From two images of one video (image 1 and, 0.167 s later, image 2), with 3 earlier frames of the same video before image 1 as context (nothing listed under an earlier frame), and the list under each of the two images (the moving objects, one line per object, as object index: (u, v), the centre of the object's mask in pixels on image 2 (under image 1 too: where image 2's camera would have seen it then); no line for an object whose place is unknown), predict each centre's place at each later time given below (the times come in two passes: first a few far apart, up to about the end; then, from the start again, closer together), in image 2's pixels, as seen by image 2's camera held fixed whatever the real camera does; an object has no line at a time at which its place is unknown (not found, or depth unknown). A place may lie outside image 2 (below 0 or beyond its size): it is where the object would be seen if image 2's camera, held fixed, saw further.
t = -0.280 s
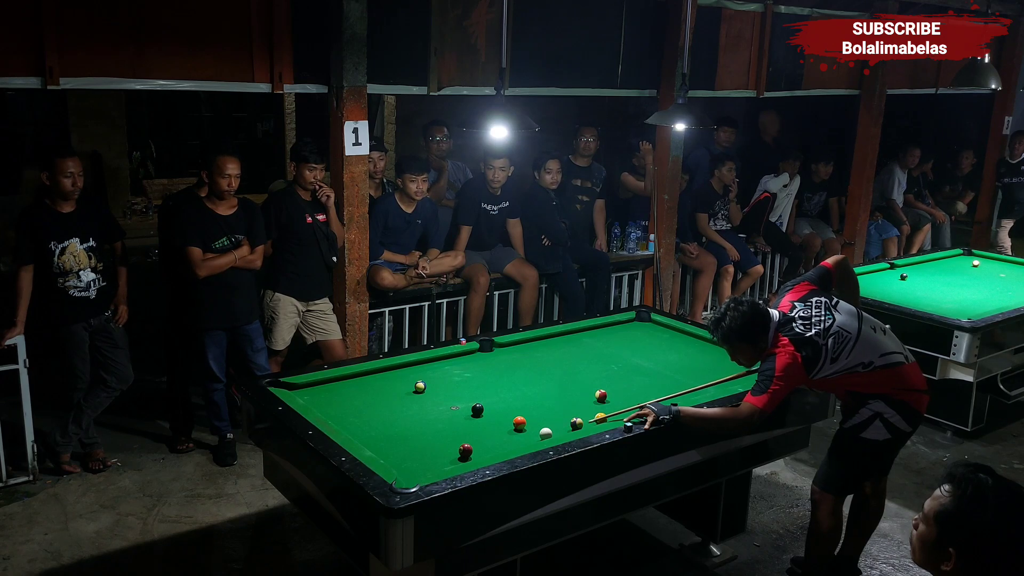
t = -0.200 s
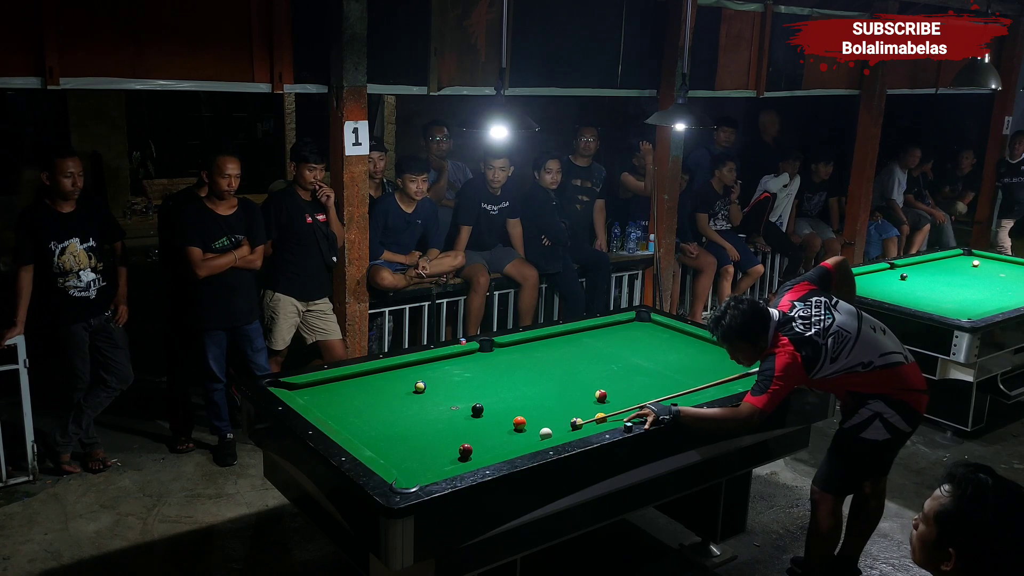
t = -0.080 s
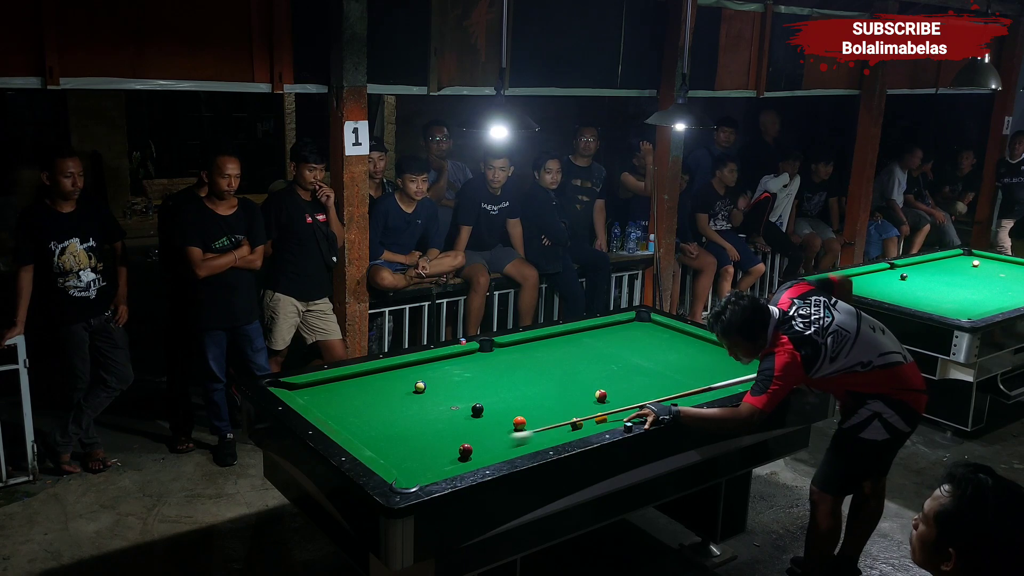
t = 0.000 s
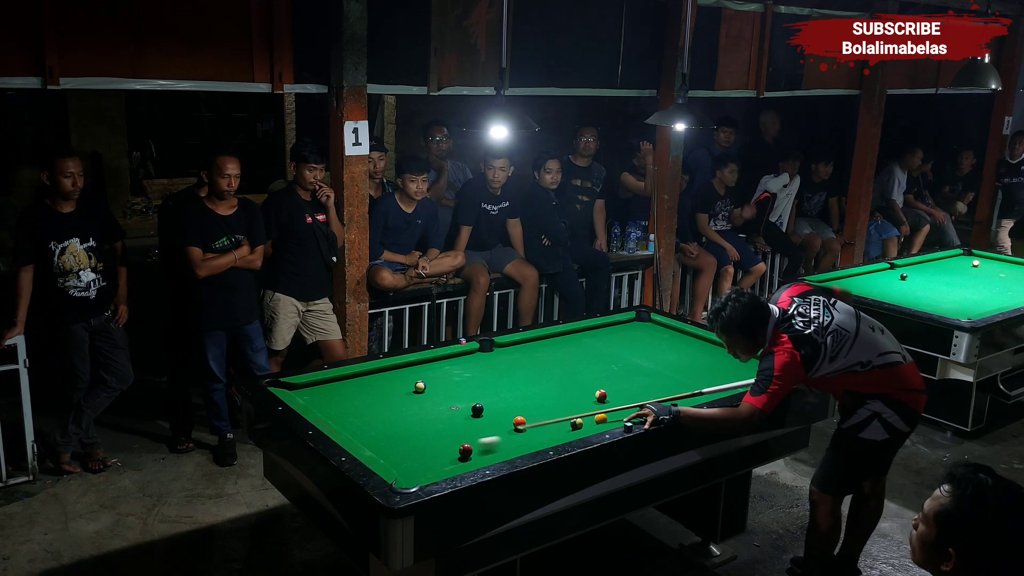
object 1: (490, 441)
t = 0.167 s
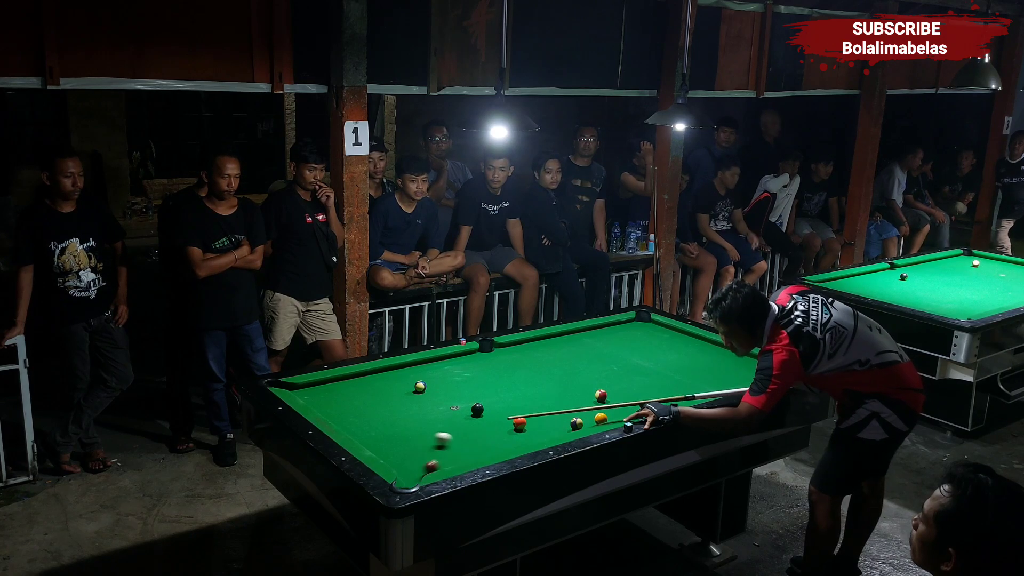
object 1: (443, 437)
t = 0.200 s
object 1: (435, 436)
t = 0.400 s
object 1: (384, 430)
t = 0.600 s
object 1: (341, 422)
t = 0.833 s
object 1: (350, 409)
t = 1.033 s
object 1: (358, 398)
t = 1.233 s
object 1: (364, 388)
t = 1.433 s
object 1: (370, 379)
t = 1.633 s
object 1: (377, 372)
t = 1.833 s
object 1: (394, 373)
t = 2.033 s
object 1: (409, 374)
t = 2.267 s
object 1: (426, 375)
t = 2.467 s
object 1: (439, 376)
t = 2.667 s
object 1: (450, 377)
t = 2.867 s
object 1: (460, 378)
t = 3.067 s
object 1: (468, 379)
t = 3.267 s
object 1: (476, 379)
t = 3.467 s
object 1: (482, 380)
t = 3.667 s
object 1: (487, 380)
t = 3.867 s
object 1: (489, 380)
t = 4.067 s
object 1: (491, 381)
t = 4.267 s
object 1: (492, 381)
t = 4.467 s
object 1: (491, 381)
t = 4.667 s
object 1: (491, 381)
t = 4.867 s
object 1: (491, 381)
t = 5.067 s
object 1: (491, 381)
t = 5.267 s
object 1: (491, 381)
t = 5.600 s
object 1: (491, 381)
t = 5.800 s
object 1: (491, 381)
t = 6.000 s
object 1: (491, 381)
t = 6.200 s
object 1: (491, 381)
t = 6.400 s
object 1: (491, 381)
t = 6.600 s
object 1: (491, 381)
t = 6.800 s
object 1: (491, 381)
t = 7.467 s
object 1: (494, 378)
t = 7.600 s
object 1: (492, 380)
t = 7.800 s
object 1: (492, 380)
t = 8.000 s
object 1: (491, 380)
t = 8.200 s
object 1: (491, 380)
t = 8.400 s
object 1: (491, 380)
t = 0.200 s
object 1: (435, 436)
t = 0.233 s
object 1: (426, 435)
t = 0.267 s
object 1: (417, 434)
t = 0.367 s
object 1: (392, 431)
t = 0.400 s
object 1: (384, 430)
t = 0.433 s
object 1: (376, 429)
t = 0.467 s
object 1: (368, 428)
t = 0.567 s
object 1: (344, 425)
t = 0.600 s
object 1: (341, 422)
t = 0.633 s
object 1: (343, 422)
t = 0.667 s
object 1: (344, 420)
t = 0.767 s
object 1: (348, 413)
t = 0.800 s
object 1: (349, 411)
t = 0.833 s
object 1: (350, 409)
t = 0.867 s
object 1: (352, 407)
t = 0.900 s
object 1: (353, 406)
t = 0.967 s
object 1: (356, 402)
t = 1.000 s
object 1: (357, 400)
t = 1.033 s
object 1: (358, 398)
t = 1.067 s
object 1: (359, 396)
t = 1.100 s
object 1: (360, 394)
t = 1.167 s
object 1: (362, 391)
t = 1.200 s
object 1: (363, 390)
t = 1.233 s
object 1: (364, 388)
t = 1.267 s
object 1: (365, 386)
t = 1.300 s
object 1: (366, 385)
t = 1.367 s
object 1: (368, 382)
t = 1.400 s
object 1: (369, 380)
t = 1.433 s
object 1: (370, 379)
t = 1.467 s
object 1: (370, 377)
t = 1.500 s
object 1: (371, 376)
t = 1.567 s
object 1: (373, 373)
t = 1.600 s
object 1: (374, 372)
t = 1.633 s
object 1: (377, 372)
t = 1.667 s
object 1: (380, 372)
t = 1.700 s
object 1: (382, 372)
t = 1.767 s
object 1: (388, 373)
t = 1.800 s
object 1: (391, 373)
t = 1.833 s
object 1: (394, 373)
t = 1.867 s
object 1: (396, 373)
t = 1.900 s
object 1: (399, 374)
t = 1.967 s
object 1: (404, 374)
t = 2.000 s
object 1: (407, 374)
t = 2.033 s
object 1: (409, 374)
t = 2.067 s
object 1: (412, 375)
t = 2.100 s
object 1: (414, 375)
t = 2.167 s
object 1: (419, 375)
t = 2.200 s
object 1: (421, 375)
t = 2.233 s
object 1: (424, 375)
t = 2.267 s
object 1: (426, 375)
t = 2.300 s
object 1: (428, 376)
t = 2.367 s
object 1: (432, 376)
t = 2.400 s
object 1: (435, 376)
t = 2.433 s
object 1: (437, 376)
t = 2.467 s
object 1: (439, 376)
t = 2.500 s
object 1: (441, 377)
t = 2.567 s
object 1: (444, 377)
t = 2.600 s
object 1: (446, 377)
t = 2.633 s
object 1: (448, 377)
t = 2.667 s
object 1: (450, 377)
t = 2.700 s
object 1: (452, 377)
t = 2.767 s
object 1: (455, 378)
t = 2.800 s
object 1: (457, 378)
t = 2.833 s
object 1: (458, 378)
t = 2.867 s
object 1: (460, 378)
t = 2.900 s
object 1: (461, 378)
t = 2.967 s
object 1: (464, 378)
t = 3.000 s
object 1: (466, 379)
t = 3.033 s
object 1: (467, 379)
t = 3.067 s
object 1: (468, 379)
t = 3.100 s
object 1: (470, 379)
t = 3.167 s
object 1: (472, 379)
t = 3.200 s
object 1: (474, 379)
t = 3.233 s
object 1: (475, 379)
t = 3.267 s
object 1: (476, 379)
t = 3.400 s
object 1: (480, 380)
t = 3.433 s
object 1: (481, 380)
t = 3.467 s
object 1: (482, 380)
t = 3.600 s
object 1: (485, 380)
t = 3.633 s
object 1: (486, 380)
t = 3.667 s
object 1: (487, 380)
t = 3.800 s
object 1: (489, 380)
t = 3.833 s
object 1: (489, 380)
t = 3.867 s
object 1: (489, 380)
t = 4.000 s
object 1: (491, 381)
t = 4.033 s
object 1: (491, 381)
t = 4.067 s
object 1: (491, 381)
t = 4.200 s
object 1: (491, 380)
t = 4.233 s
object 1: (492, 381)
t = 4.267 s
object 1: (492, 381)
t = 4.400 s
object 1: (492, 381)
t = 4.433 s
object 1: (492, 381)
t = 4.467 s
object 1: (491, 381)
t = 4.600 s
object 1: (491, 381)
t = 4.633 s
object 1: (491, 381)
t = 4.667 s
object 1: (491, 381)
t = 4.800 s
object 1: (491, 381)
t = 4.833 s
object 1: (491, 381)
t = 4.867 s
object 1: (491, 381)
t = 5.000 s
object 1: (491, 381)
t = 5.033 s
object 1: (491, 381)
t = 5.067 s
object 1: (491, 381)
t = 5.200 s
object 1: (491, 381)
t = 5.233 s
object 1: (491, 381)
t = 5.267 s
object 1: (491, 381)
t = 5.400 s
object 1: (491, 381)
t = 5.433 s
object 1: (491, 381)
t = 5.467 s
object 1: (491, 381)
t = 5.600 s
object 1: (491, 381)
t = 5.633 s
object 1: (491, 381)
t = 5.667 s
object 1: (491, 381)
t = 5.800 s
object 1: (491, 381)
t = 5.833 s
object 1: (491, 381)
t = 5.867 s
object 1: (491, 381)
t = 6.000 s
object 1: (491, 381)
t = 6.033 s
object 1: (491, 381)
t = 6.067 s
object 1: (491, 381)
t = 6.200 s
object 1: (491, 381)
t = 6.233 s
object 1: (491, 381)
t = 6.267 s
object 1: (491, 381)
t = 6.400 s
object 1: (491, 381)
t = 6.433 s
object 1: (491, 381)
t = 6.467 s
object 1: (491, 381)
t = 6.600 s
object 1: (491, 381)
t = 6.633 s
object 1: (492, 381)
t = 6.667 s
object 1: (491, 381)
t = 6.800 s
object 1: (491, 381)
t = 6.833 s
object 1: (491, 381)
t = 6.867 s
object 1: (491, 381)
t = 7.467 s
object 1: (494, 378)
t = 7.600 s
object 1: (492, 380)
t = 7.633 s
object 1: (492, 379)
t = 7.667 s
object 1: (492, 379)
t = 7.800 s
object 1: (492, 380)
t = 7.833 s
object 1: (492, 380)
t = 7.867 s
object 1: (492, 380)
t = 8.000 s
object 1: (491, 380)
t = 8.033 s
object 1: (491, 380)
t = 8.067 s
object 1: (491, 380)
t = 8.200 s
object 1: (491, 380)
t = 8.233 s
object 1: (491, 380)
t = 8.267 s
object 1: (491, 380)
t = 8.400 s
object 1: (491, 380)
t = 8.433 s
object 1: (491, 380)
